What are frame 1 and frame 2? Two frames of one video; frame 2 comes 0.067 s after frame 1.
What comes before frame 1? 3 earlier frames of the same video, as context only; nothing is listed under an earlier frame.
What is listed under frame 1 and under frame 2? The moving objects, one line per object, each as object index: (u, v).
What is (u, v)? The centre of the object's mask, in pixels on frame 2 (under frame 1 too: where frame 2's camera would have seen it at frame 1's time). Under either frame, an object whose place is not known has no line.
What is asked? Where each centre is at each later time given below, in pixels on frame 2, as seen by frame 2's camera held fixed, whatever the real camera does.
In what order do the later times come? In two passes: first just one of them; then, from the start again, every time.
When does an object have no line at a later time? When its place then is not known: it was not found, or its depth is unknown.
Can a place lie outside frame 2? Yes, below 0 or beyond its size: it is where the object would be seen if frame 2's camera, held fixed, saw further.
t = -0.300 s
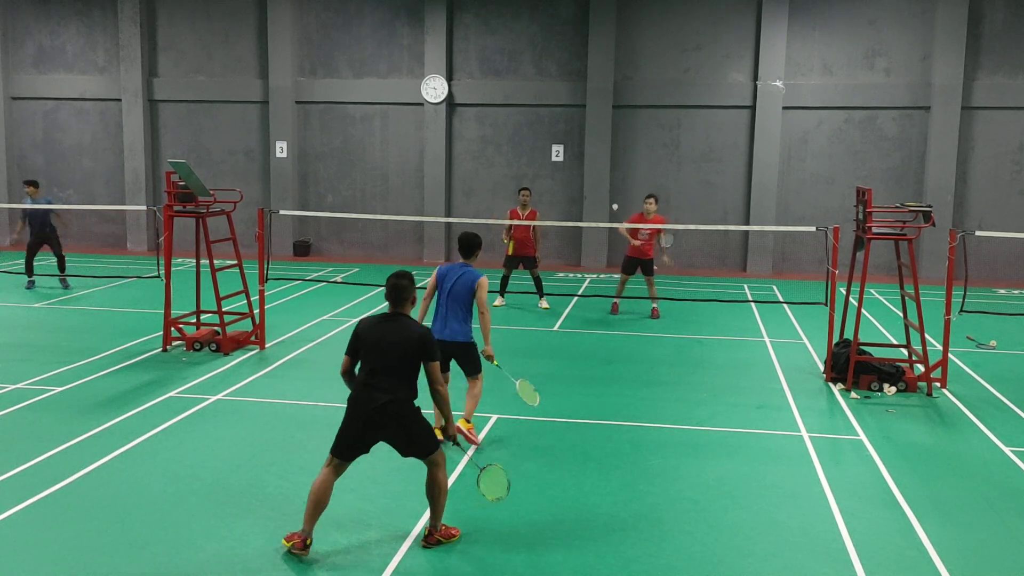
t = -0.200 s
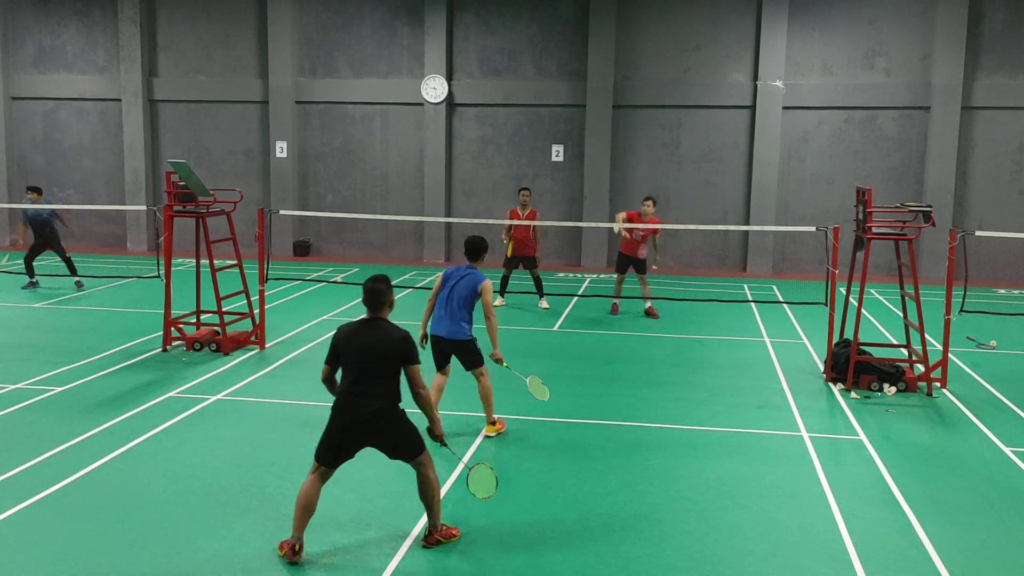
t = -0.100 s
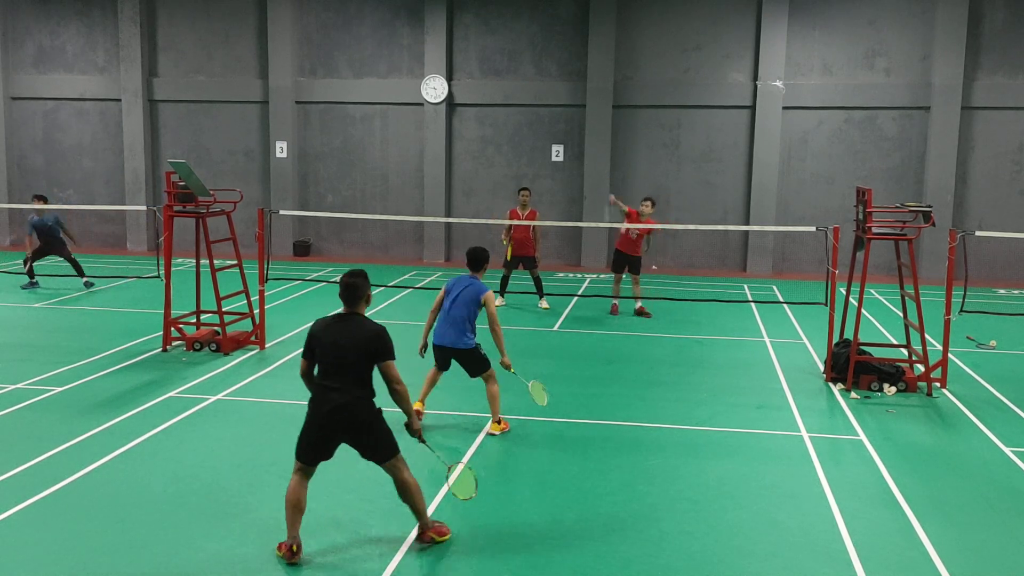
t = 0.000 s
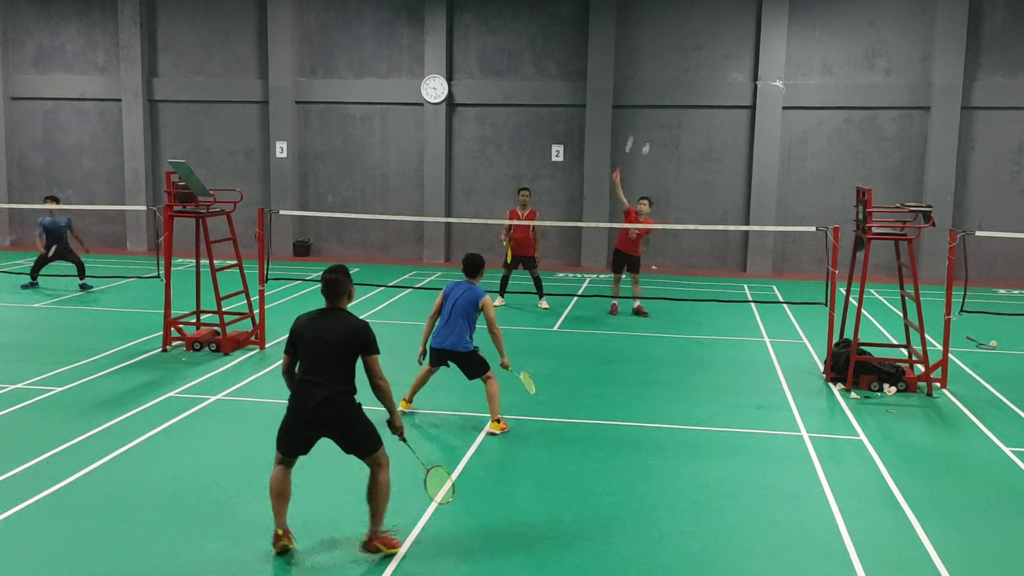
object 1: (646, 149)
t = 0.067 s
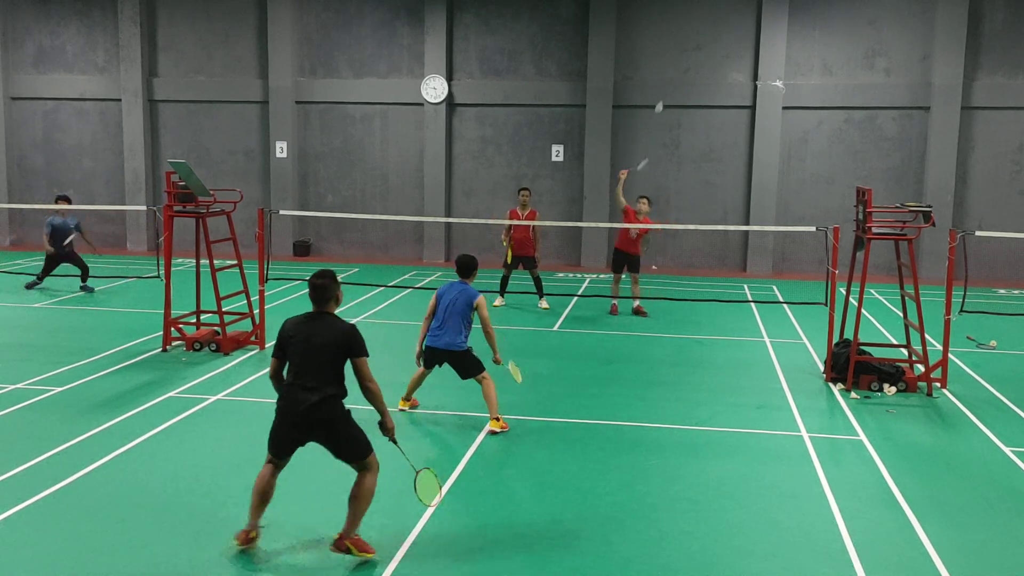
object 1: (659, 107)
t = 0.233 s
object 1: (690, 27)
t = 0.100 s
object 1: (665, 88)
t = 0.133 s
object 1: (672, 71)
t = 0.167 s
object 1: (678, 55)
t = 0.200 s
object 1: (685, 40)
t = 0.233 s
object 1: (690, 27)
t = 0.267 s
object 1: (696, 14)
